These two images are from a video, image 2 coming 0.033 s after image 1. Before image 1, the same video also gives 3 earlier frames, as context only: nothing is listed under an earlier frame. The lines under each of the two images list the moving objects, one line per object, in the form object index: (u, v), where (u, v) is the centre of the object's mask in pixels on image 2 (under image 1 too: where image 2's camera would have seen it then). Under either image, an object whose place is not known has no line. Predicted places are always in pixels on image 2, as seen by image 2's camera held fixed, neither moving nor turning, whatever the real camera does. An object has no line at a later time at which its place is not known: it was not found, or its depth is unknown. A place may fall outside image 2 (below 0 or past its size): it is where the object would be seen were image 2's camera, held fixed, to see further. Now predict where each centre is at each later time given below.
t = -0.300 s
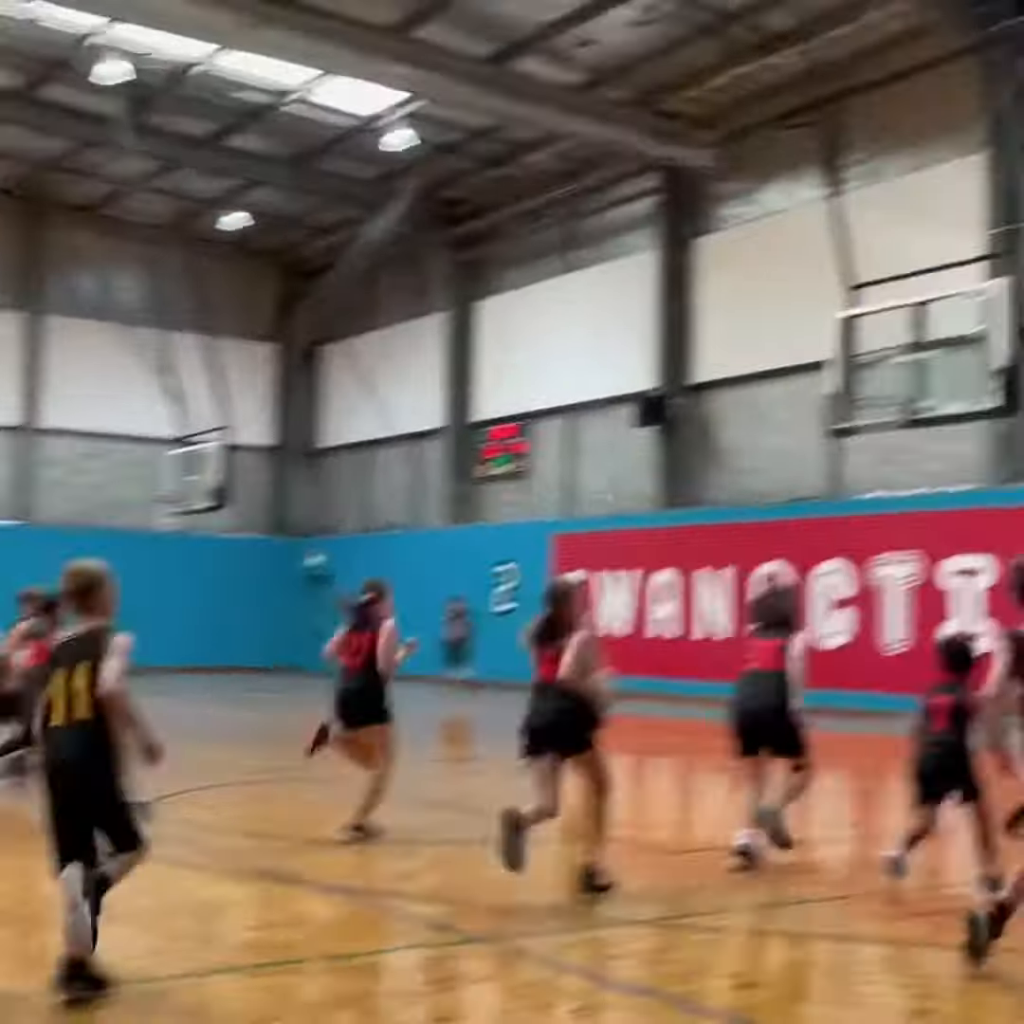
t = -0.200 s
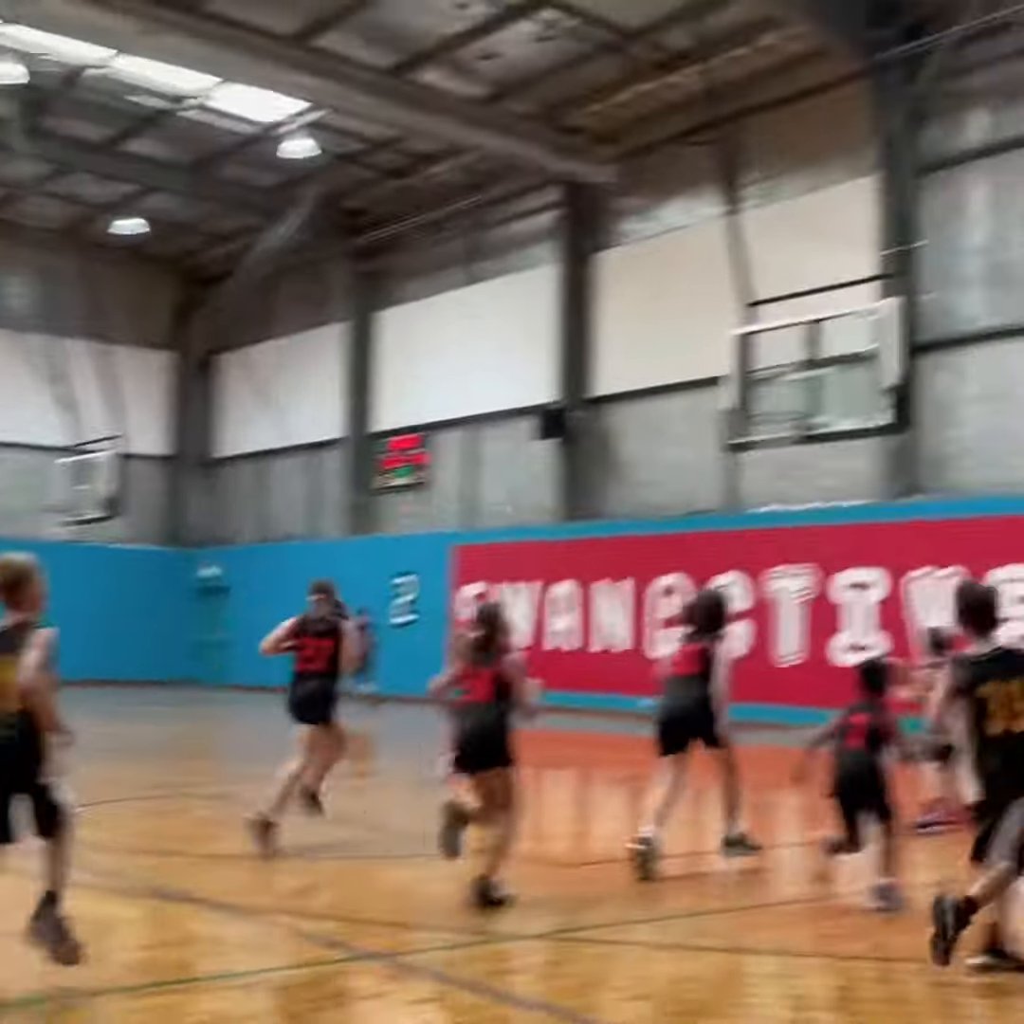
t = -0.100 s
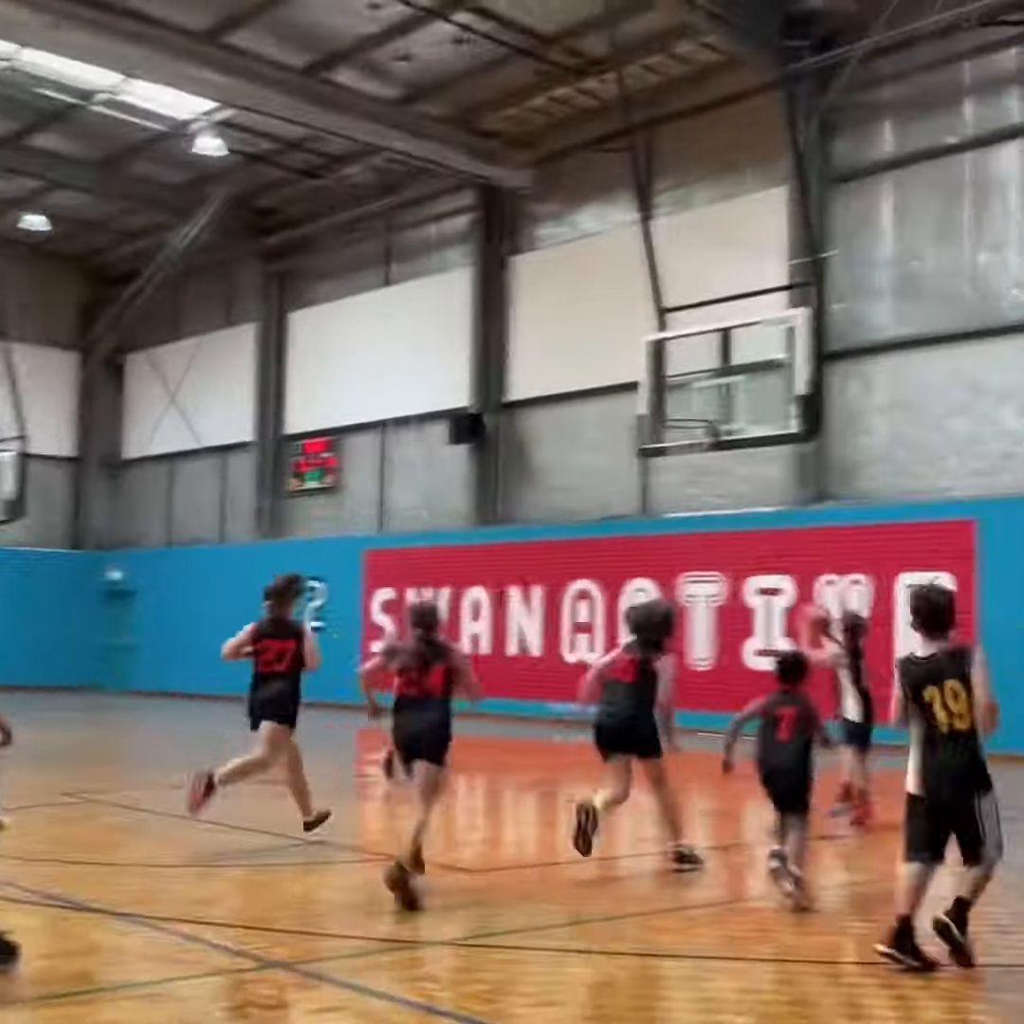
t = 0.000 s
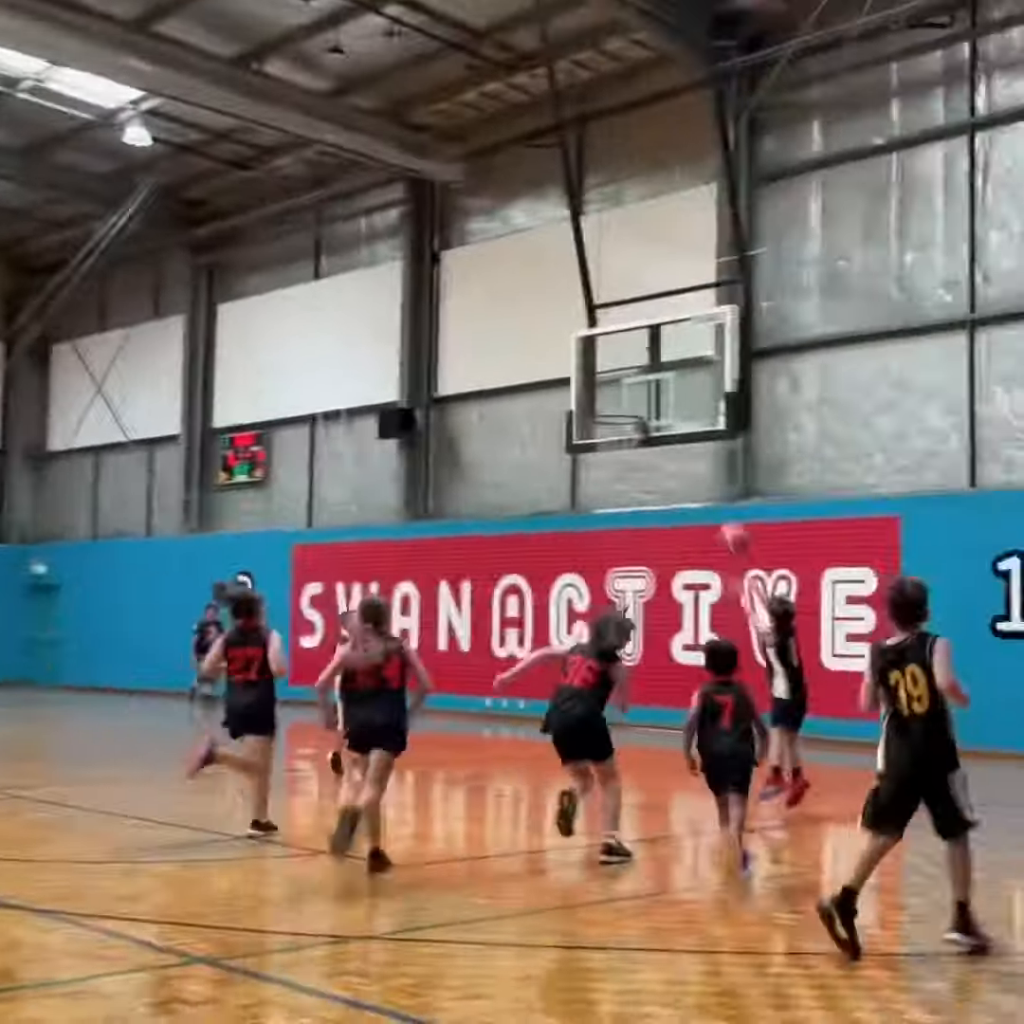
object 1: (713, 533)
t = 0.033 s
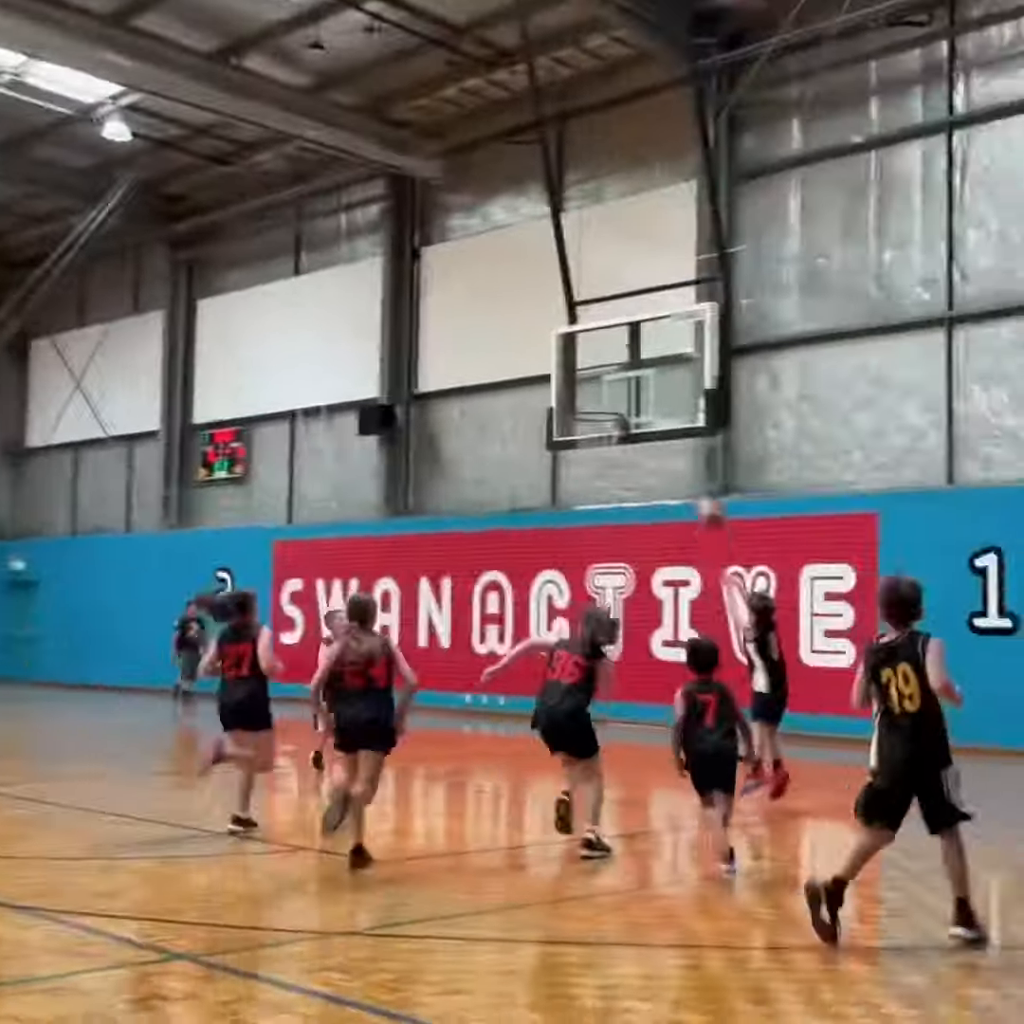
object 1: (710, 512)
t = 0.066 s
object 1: (704, 492)
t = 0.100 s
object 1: (702, 482)
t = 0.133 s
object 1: (699, 459)
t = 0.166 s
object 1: (694, 442)
